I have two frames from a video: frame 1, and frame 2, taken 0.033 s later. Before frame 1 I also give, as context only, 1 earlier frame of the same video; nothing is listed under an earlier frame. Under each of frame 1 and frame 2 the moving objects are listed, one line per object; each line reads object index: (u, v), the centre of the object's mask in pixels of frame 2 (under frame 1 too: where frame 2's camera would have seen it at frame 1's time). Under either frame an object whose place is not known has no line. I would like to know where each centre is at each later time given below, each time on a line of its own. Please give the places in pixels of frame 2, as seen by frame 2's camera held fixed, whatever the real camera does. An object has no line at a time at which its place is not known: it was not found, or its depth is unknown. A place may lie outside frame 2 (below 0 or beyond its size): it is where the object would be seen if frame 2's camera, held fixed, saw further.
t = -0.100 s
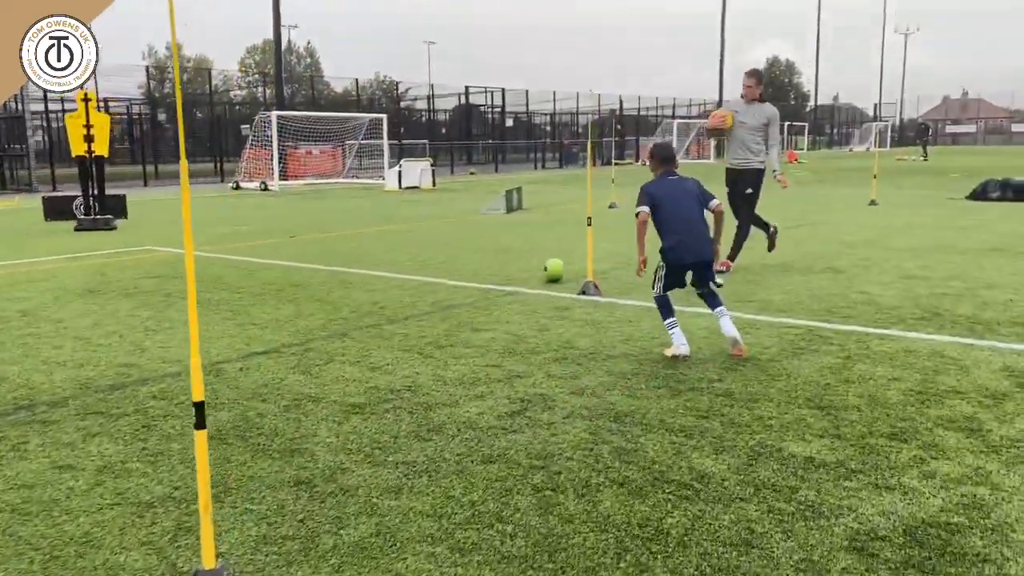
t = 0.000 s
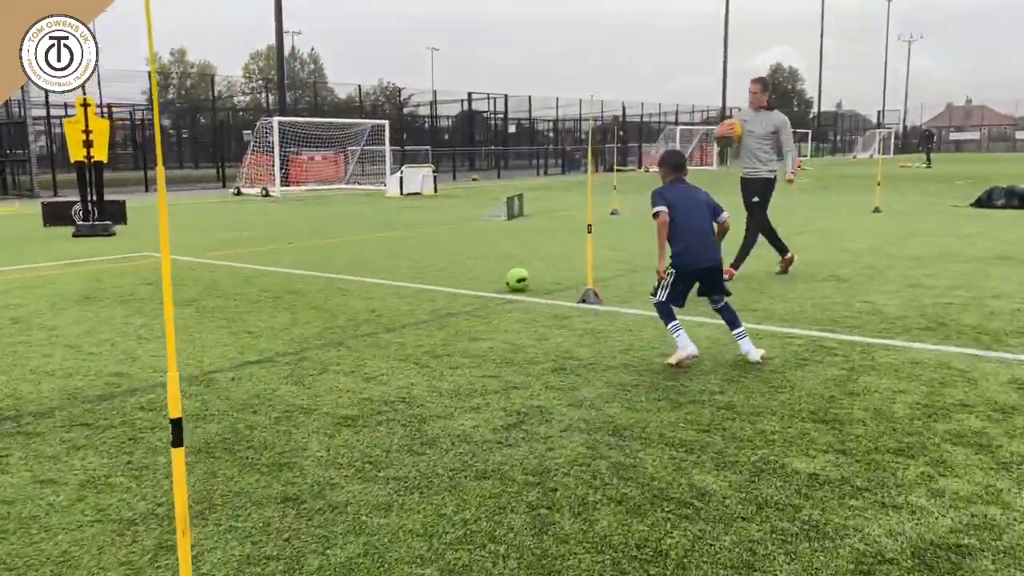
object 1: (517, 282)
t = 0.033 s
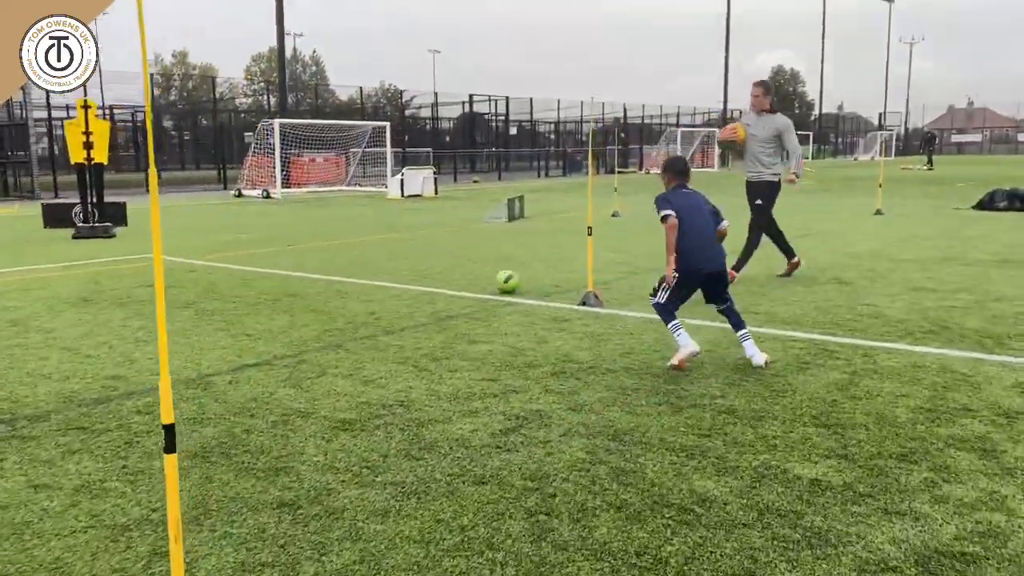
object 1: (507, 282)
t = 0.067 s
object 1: (496, 282)
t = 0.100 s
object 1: (486, 282)
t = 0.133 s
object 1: (477, 282)
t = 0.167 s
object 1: (468, 282)
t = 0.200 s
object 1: (459, 282)
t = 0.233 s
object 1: (451, 283)
